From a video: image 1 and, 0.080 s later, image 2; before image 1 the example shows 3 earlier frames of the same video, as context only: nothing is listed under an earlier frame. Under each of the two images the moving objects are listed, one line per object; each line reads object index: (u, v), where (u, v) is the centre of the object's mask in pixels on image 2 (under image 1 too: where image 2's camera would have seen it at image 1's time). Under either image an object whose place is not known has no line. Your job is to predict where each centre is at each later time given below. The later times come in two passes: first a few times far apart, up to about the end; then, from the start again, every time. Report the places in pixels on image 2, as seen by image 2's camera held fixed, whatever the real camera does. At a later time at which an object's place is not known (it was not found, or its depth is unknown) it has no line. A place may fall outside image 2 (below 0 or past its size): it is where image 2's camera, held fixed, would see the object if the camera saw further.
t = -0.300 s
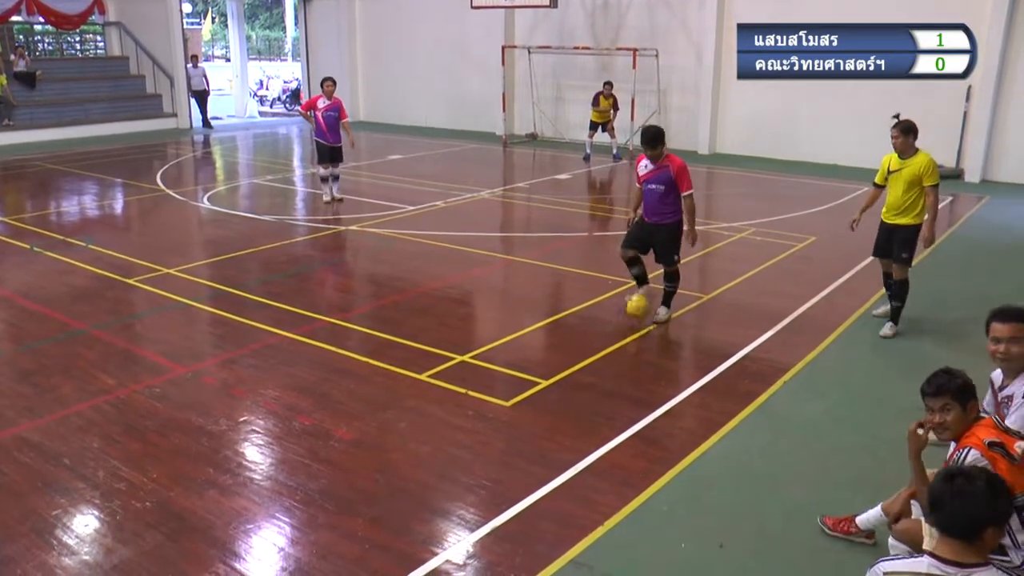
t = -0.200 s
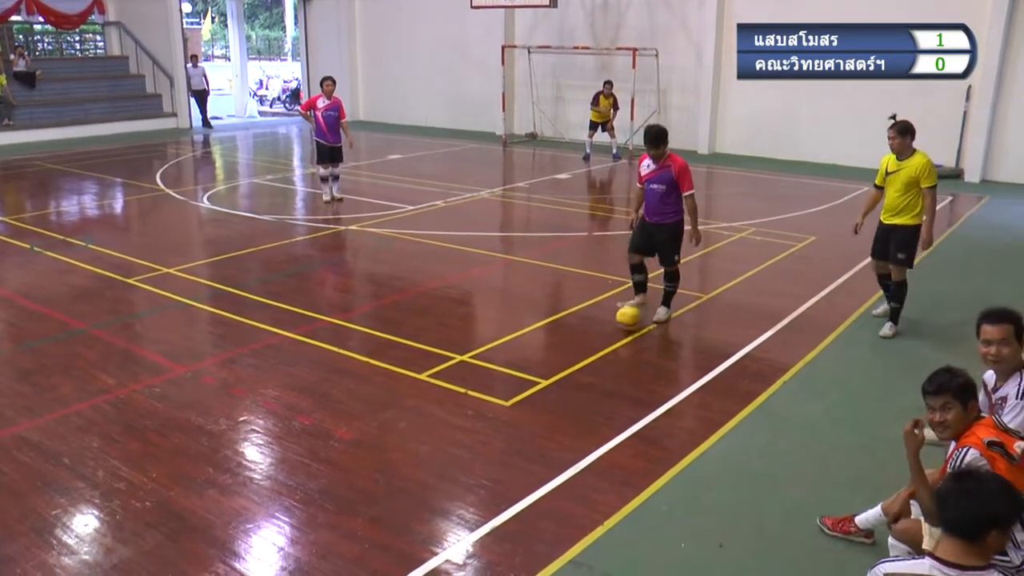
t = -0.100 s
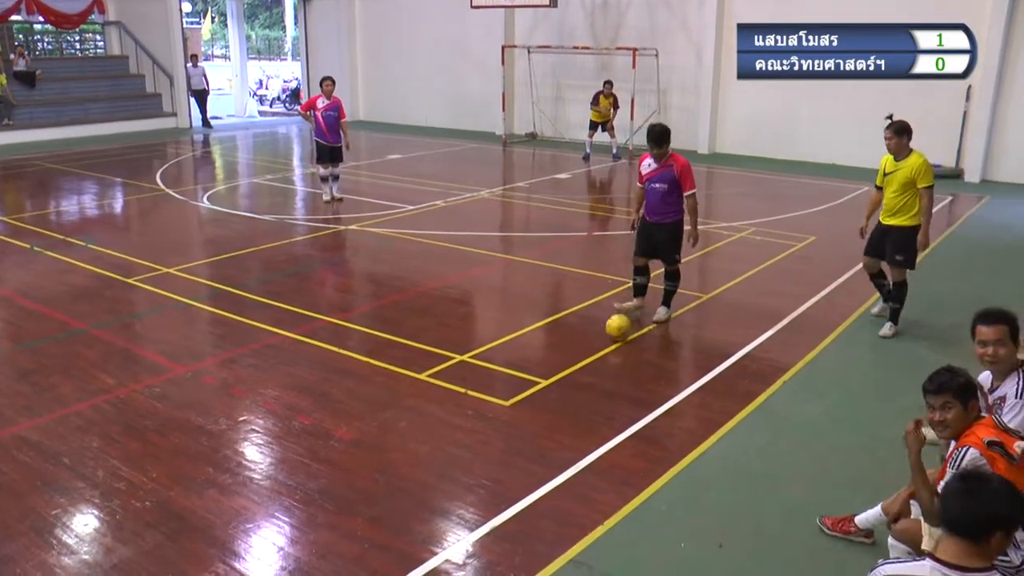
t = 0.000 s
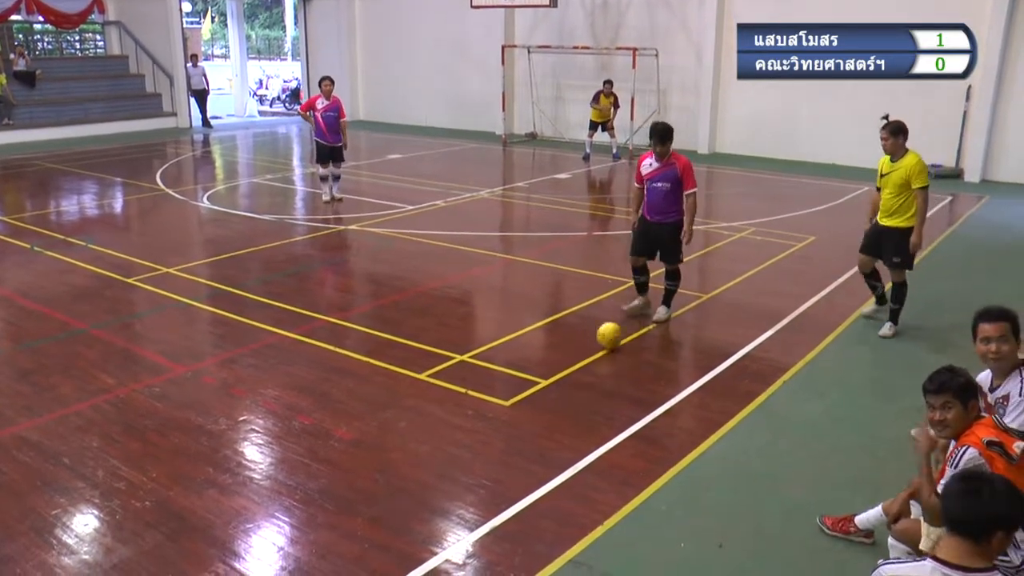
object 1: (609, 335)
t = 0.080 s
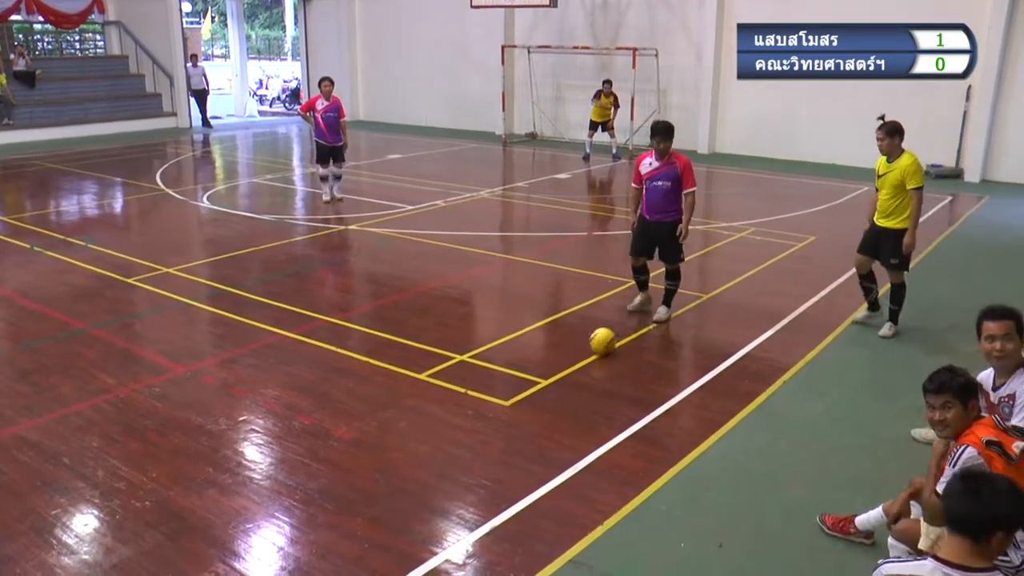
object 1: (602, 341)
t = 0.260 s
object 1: (587, 354)
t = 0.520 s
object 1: (563, 373)
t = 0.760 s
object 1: (540, 393)
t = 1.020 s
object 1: (511, 416)
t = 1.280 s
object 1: (478, 441)
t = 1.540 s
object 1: (439, 468)
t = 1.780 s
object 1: (400, 495)
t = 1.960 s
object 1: (369, 516)
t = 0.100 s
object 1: (601, 343)
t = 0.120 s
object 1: (599, 344)
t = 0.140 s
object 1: (597, 346)
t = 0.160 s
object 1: (596, 347)
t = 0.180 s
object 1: (594, 348)
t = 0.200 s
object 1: (592, 350)
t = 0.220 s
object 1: (590, 351)
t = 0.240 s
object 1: (589, 352)
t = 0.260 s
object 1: (587, 354)
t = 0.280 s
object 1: (586, 355)
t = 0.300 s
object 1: (584, 357)
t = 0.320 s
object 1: (582, 358)
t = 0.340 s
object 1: (581, 360)
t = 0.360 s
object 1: (578, 361)
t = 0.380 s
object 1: (577, 362)
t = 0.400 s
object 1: (575, 364)
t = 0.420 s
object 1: (574, 365)
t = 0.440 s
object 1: (572, 367)
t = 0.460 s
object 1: (570, 369)
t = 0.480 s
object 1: (567, 370)
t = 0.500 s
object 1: (565, 371)
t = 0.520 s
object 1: (563, 373)
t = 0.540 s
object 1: (561, 374)
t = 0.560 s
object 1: (560, 376)
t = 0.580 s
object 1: (558, 378)
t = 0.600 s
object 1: (556, 380)
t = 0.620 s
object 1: (554, 381)
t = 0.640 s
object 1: (552, 383)
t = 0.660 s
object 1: (550, 385)
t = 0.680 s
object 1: (549, 386)
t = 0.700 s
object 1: (546, 388)
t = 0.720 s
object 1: (544, 389)
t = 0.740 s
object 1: (542, 391)
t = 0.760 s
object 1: (540, 393)
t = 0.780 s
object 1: (539, 395)
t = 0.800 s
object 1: (537, 396)
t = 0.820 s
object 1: (534, 398)
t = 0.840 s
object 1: (532, 400)
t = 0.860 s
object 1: (530, 402)
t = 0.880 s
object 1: (528, 404)
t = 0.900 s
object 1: (526, 406)
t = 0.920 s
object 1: (523, 407)
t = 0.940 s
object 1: (520, 409)
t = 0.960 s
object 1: (518, 411)
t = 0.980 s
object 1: (515, 413)
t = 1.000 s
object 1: (513, 414)
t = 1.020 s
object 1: (511, 416)
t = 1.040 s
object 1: (508, 417)
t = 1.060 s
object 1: (506, 419)
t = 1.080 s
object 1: (503, 421)
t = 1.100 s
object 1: (501, 423)
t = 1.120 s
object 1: (498, 425)
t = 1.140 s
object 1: (495, 427)
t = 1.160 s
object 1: (493, 429)
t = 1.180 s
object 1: (491, 431)
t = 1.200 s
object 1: (489, 432)
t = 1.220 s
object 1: (486, 434)
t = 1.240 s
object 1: (484, 436)
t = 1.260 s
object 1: (480, 439)
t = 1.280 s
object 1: (478, 441)
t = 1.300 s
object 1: (475, 442)
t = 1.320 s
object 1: (472, 444)
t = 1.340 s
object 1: (468, 447)
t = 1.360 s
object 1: (466, 449)
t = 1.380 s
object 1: (463, 451)
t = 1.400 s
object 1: (460, 453)
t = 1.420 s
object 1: (457, 455)
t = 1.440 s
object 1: (454, 457)
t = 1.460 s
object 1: (451, 459)
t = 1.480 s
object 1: (448, 461)
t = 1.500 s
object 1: (445, 463)
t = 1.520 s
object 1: (443, 465)
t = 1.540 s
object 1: (439, 468)
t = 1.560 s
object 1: (436, 469)
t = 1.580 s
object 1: (433, 472)
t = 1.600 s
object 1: (430, 474)
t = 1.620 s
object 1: (427, 476)
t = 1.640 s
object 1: (424, 478)
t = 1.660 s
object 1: (421, 481)
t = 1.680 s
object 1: (417, 483)
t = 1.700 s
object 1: (414, 485)
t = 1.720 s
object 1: (411, 488)
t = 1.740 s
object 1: (407, 490)
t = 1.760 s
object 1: (404, 492)
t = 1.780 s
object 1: (400, 495)
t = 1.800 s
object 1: (397, 497)
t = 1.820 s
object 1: (393, 499)
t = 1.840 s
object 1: (389, 502)
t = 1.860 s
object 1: (386, 504)
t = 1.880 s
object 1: (383, 507)
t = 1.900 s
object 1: (379, 509)
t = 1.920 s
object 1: (376, 511)
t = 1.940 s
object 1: (373, 514)
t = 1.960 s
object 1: (369, 516)
